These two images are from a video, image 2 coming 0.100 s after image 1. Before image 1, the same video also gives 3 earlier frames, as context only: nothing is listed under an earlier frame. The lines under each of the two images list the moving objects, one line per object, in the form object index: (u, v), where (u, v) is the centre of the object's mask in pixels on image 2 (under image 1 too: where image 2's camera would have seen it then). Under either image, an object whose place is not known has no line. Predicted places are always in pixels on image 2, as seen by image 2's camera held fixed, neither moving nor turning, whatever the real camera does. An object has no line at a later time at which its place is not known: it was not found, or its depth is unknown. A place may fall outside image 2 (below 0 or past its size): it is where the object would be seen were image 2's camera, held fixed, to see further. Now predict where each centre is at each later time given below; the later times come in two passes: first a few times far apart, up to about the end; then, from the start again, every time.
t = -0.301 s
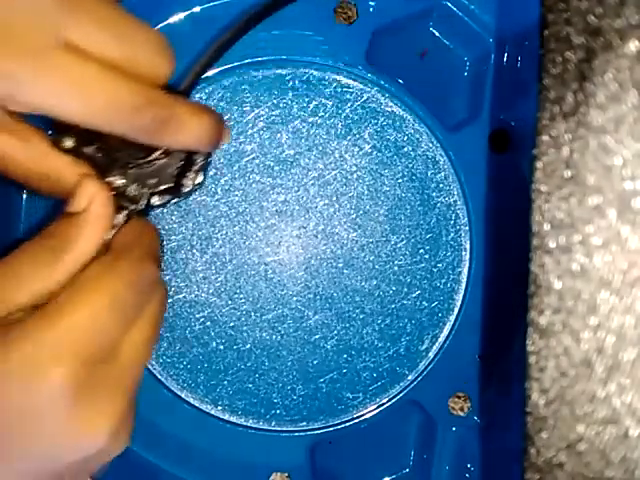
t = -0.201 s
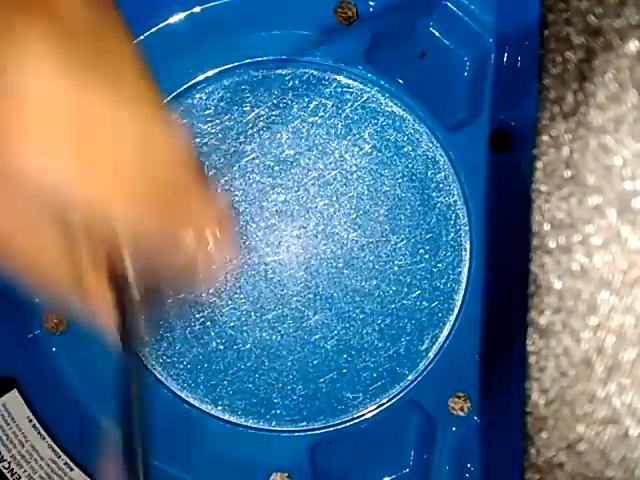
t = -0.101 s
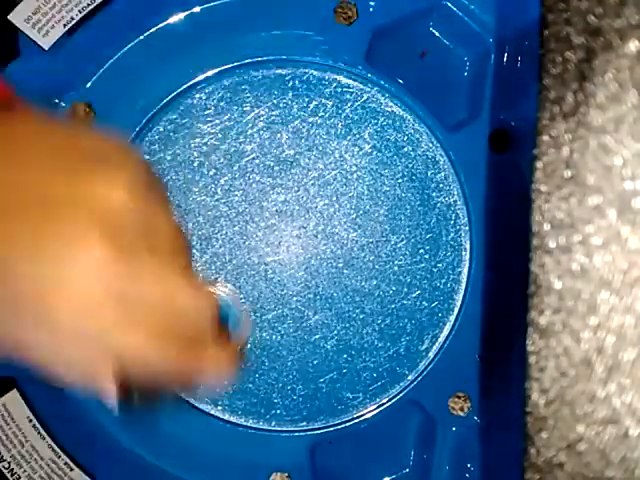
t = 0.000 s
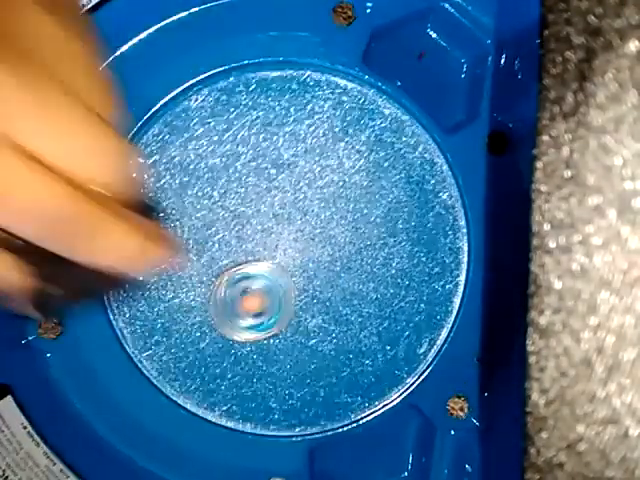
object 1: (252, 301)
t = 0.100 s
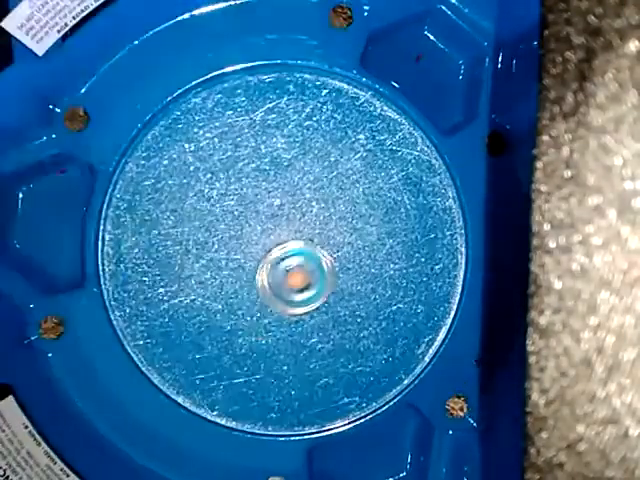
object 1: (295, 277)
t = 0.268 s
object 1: (328, 252)
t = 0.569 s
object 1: (316, 215)
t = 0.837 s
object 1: (288, 217)
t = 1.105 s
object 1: (277, 250)
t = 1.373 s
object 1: (293, 275)
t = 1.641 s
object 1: (312, 271)
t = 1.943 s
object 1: (304, 256)
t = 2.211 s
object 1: (284, 262)
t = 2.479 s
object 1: (278, 281)
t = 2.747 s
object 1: (295, 268)
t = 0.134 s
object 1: (306, 273)
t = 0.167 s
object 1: (316, 267)
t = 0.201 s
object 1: (322, 262)
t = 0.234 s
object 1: (325, 257)
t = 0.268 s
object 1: (328, 252)
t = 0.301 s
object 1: (330, 247)
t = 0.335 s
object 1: (331, 242)
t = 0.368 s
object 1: (331, 237)
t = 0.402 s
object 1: (330, 232)
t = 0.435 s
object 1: (328, 228)
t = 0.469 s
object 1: (326, 224)
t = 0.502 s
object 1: (323, 220)
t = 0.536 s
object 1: (320, 218)
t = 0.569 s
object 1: (316, 215)
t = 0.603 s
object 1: (312, 214)
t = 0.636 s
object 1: (308, 210)
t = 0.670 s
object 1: (304, 210)
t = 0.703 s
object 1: (300, 210)
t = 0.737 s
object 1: (297, 213)
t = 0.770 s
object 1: (294, 215)
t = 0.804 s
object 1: (291, 215)
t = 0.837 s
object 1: (288, 217)
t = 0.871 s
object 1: (285, 223)
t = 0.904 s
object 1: (283, 227)
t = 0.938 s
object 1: (281, 230)
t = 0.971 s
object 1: (279, 234)
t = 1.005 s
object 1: (278, 238)
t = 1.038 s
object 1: (277, 242)
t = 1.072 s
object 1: (277, 246)
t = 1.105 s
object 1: (277, 250)
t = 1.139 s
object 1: (277, 254)
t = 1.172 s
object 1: (278, 258)
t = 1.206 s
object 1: (280, 262)
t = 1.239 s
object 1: (282, 265)
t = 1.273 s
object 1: (285, 269)
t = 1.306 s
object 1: (287, 271)
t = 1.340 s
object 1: (290, 273)
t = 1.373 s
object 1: (293, 275)
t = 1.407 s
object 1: (297, 277)
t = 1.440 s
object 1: (300, 277)
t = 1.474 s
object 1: (302, 277)
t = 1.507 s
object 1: (305, 277)
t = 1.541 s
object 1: (307, 276)
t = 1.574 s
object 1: (309, 275)
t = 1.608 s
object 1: (311, 273)
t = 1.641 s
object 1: (312, 271)
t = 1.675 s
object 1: (313, 269)
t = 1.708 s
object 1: (313, 268)
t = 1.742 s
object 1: (313, 265)
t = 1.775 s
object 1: (313, 263)
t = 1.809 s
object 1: (312, 261)
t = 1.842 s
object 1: (311, 260)
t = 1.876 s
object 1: (309, 258)
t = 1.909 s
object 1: (307, 257)
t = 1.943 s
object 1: (304, 256)
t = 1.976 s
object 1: (302, 255)
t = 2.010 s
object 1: (299, 255)
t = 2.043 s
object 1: (297, 255)
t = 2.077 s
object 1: (294, 256)
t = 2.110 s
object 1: (291, 257)
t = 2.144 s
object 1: (288, 258)
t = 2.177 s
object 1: (286, 260)
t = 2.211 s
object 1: (284, 262)
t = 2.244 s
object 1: (282, 264)
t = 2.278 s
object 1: (280, 267)
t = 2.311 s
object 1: (278, 269)
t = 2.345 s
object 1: (278, 272)
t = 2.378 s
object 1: (277, 274)
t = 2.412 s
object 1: (277, 277)
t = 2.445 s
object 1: (277, 279)
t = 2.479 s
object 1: (278, 281)
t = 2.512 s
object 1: (278, 282)
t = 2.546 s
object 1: (279, 284)
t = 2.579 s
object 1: (280, 285)
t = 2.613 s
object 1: (282, 286)
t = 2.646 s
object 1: (284, 285)
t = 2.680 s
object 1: (288, 280)
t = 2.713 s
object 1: (292, 273)
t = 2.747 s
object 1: (295, 268)
